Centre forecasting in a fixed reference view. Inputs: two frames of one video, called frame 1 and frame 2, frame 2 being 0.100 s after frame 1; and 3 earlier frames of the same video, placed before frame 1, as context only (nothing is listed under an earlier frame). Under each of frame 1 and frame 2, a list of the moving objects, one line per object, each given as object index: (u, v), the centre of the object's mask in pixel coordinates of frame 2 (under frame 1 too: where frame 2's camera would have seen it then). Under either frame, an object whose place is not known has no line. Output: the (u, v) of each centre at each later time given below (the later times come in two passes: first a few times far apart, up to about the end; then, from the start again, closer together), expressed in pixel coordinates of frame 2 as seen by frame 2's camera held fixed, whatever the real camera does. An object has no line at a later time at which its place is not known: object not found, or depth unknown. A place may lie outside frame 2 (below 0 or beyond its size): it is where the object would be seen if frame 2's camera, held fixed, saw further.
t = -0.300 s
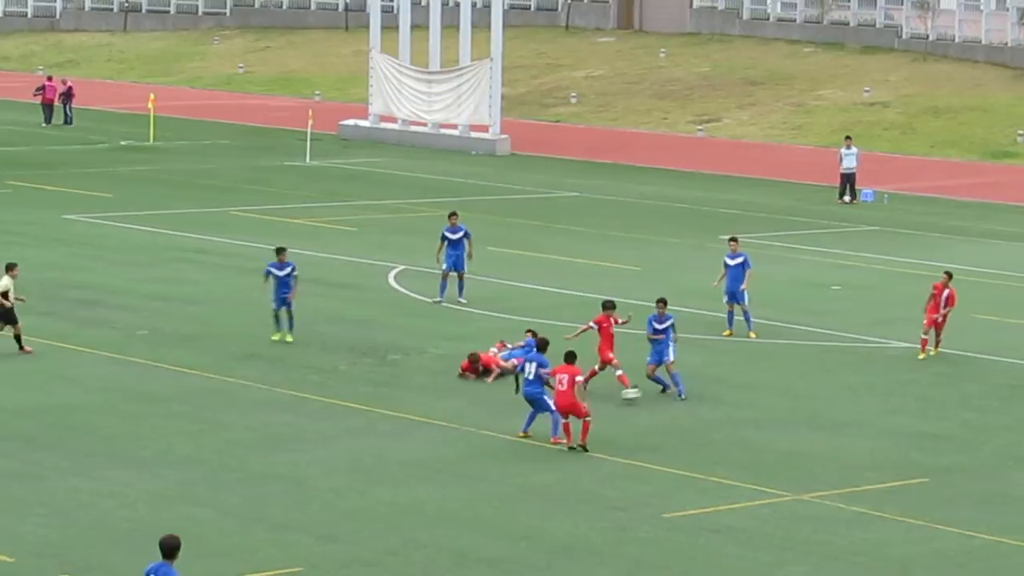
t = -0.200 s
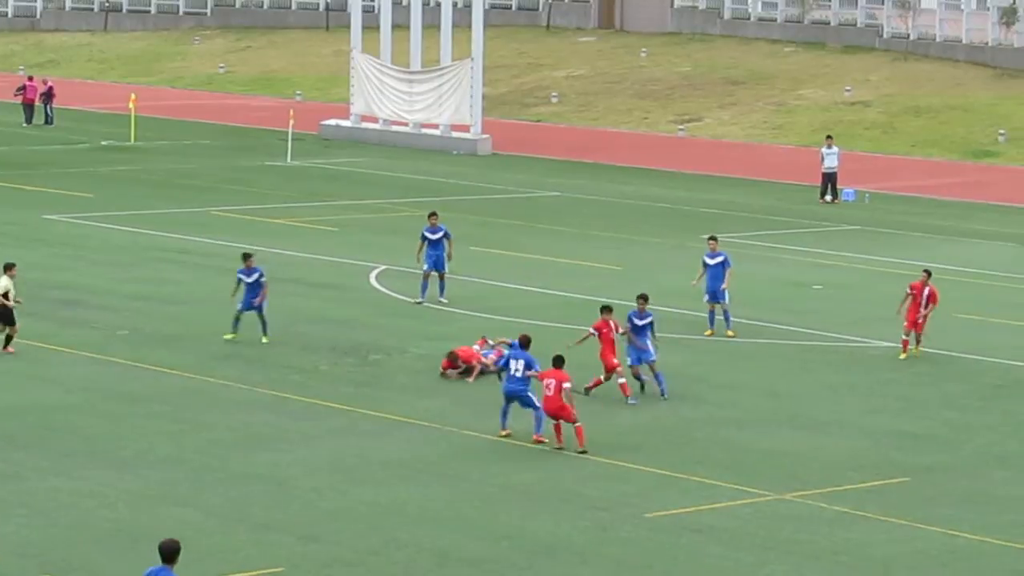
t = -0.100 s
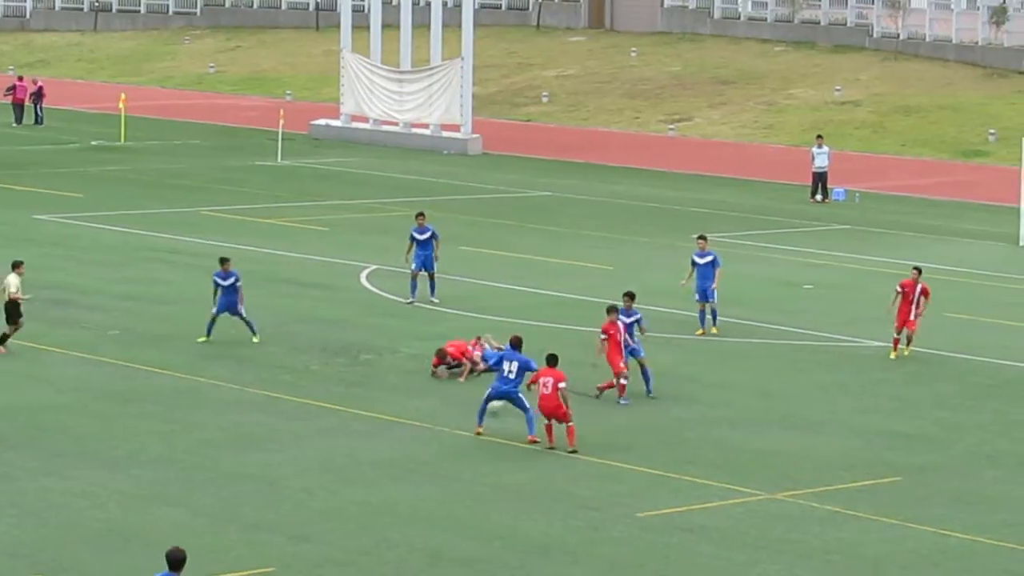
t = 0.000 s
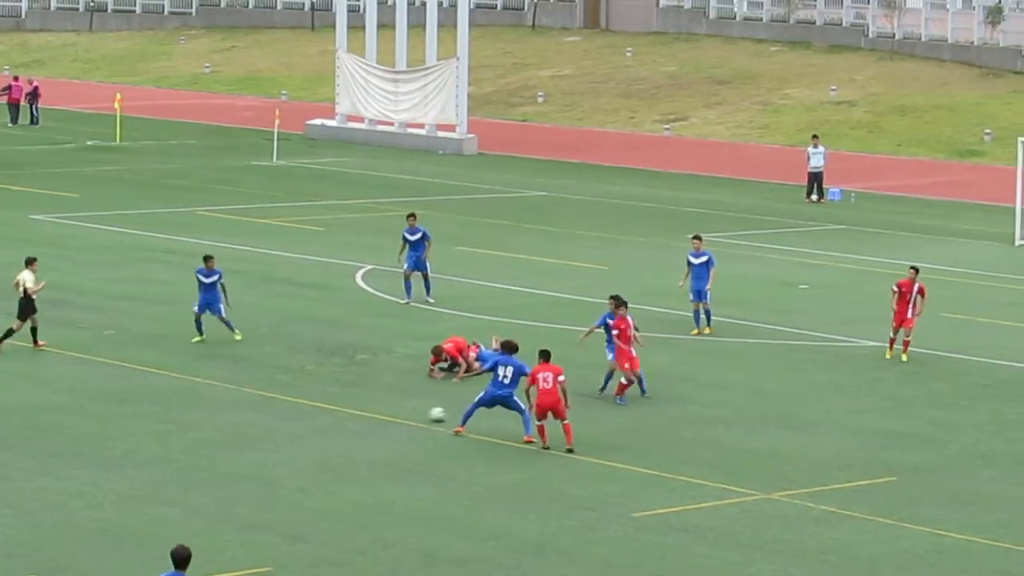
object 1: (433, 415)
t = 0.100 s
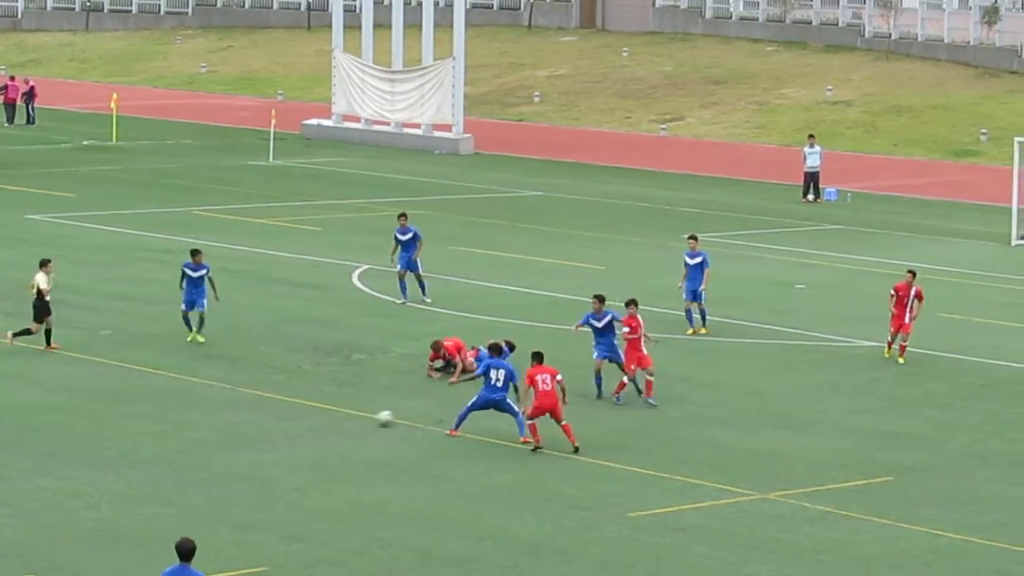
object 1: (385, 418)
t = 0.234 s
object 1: (326, 422)
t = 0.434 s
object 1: (248, 433)
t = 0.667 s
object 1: (172, 443)
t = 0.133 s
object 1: (369, 421)
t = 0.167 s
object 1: (354, 422)
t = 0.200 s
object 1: (340, 421)
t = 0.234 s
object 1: (326, 422)
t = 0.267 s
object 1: (312, 424)
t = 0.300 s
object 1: (299, 426)
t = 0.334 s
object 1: (284, 430)
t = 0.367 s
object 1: (272, 431)
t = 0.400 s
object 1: (260, 432)
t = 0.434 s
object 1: (248, 433)
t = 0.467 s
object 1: (237, 434)
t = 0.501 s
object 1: (226, 434)
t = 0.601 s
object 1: (193, 440)
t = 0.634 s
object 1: (182, 442)
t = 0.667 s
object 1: (172, 443)
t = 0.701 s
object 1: (161, 445)
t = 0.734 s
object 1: (152, 447)
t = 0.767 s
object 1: (141, 447)
